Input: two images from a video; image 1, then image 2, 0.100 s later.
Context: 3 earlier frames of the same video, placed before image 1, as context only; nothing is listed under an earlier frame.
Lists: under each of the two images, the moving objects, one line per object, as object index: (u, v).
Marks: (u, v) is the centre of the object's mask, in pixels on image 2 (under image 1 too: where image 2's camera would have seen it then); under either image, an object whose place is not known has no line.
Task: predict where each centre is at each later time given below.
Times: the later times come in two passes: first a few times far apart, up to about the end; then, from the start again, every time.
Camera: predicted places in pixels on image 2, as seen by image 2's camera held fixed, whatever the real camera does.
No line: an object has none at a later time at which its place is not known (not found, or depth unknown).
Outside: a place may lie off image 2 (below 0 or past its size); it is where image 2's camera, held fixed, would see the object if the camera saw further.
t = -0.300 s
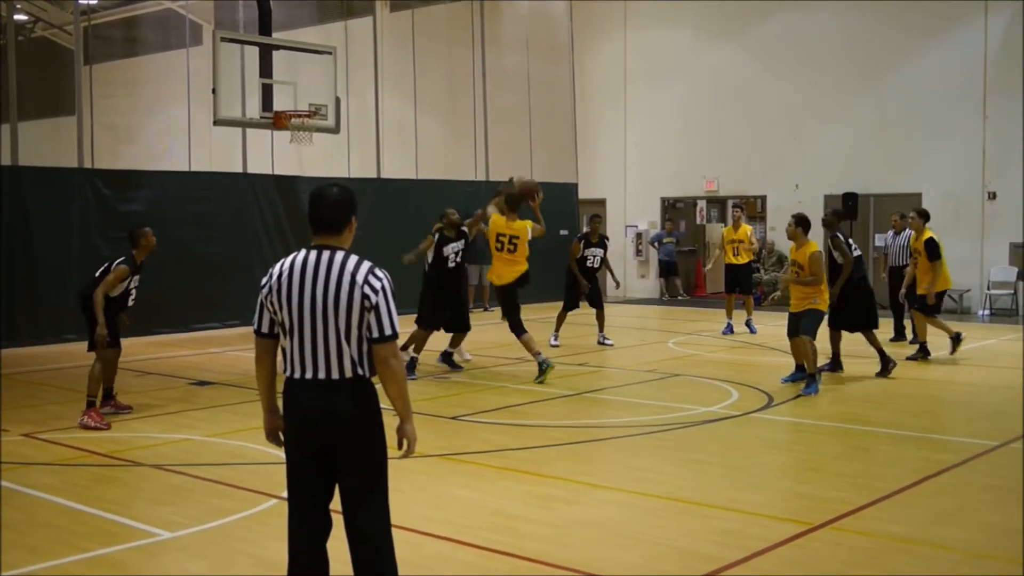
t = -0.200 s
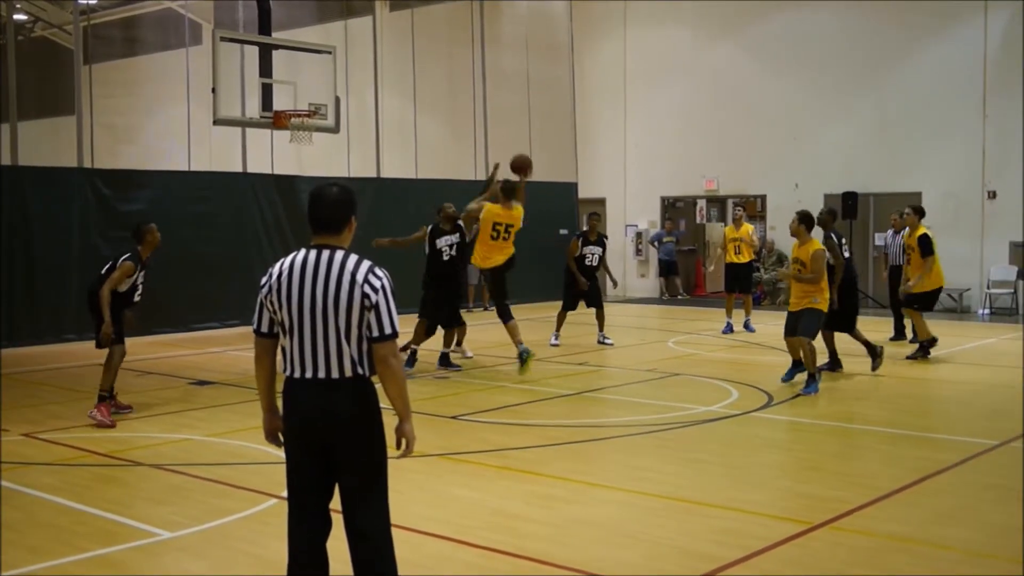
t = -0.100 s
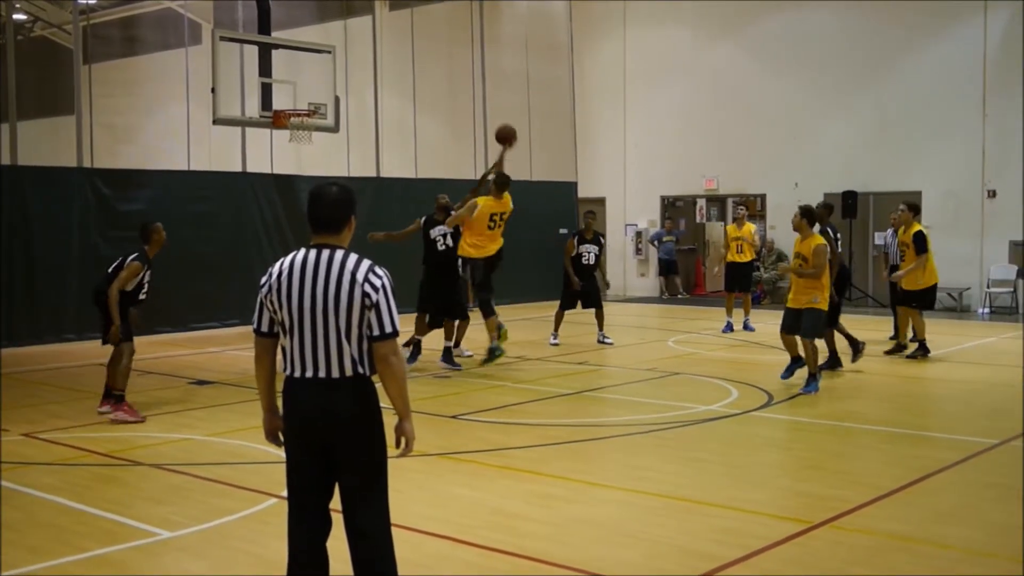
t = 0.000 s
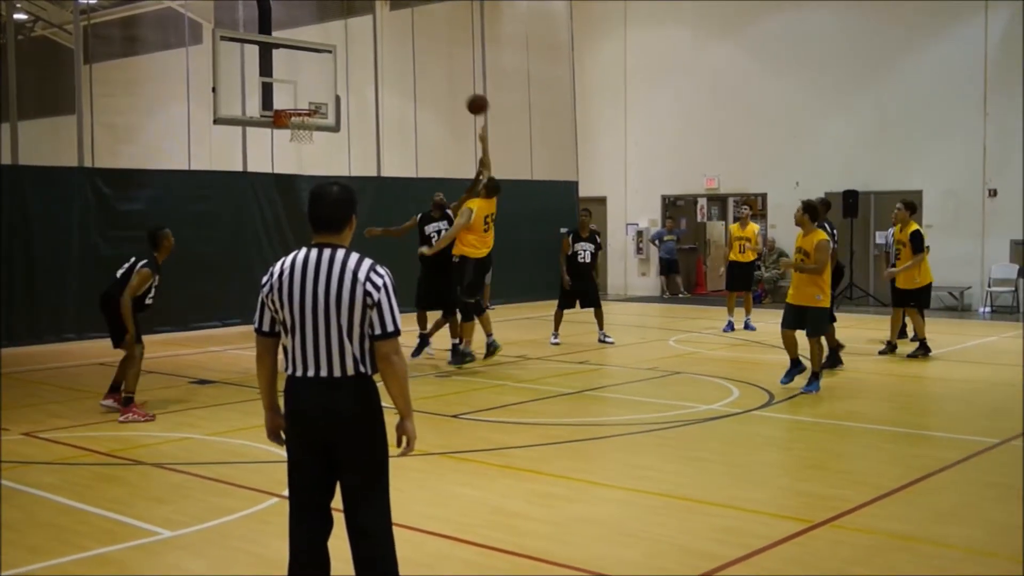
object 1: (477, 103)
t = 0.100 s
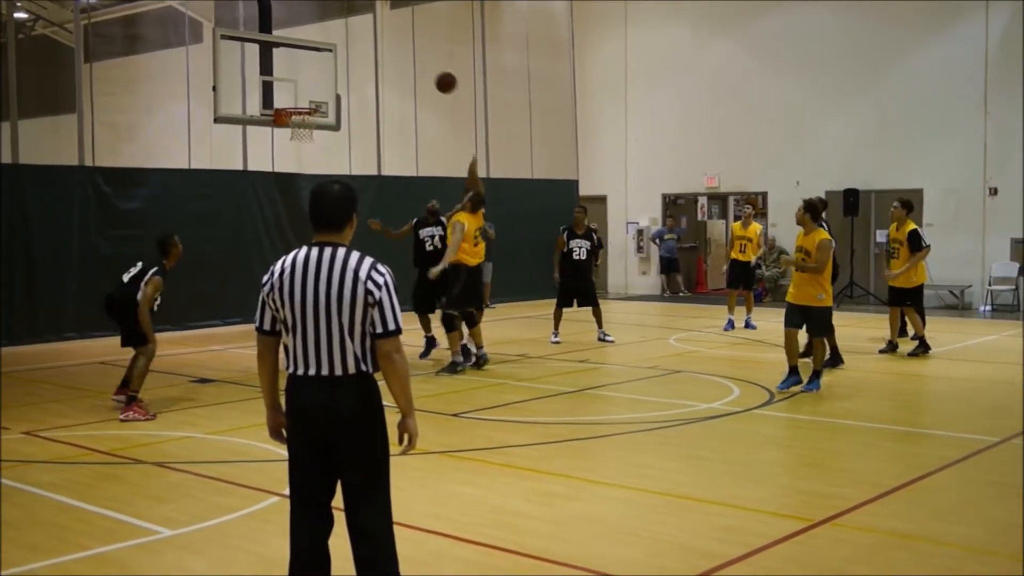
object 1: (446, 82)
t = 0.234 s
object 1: (405, 69)
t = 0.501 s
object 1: (328, 88)
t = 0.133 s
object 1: (435, 78)
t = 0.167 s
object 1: (425, 74)
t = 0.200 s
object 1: (415, 71)
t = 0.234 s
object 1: (405, 69)
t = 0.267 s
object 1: (395, 68)
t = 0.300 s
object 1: (385, 68)
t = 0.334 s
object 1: (375, 69)
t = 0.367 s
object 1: (365, 71)
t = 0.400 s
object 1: (356, 74)
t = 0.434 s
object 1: (346, 77)
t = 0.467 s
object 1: (337, 82)
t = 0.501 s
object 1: (328, 88)
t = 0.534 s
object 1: (318, 94)
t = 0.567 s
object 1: (309, 101)
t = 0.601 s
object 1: (300, 109)
